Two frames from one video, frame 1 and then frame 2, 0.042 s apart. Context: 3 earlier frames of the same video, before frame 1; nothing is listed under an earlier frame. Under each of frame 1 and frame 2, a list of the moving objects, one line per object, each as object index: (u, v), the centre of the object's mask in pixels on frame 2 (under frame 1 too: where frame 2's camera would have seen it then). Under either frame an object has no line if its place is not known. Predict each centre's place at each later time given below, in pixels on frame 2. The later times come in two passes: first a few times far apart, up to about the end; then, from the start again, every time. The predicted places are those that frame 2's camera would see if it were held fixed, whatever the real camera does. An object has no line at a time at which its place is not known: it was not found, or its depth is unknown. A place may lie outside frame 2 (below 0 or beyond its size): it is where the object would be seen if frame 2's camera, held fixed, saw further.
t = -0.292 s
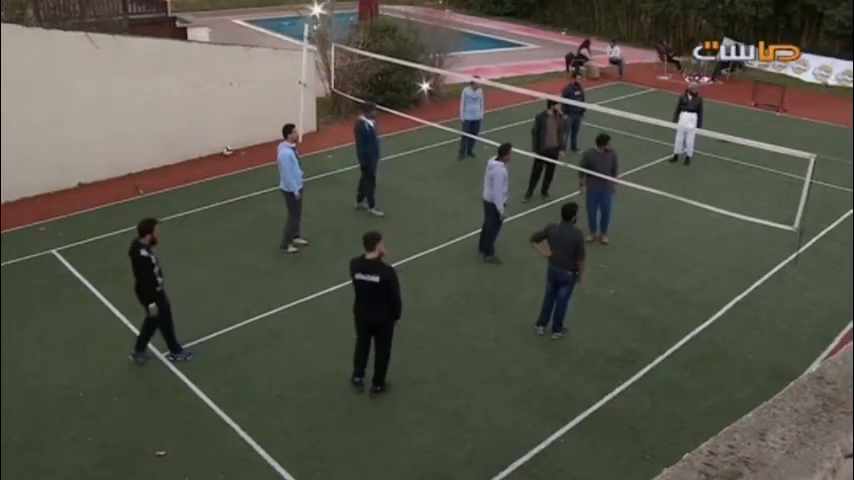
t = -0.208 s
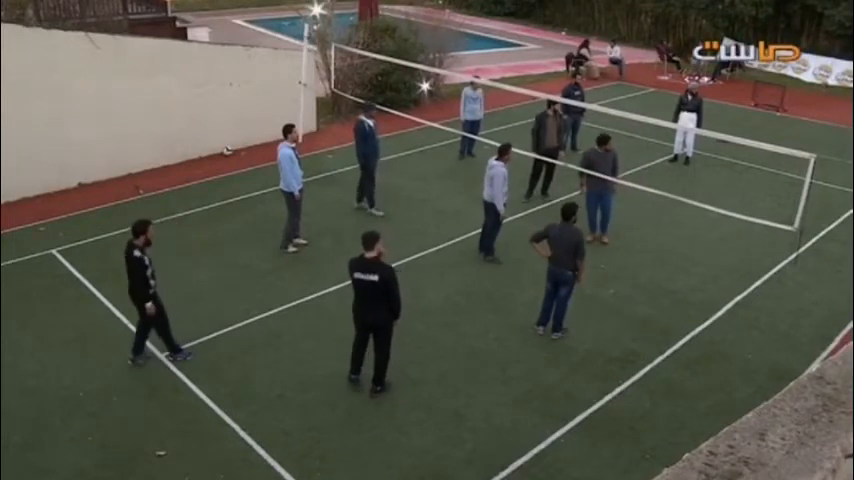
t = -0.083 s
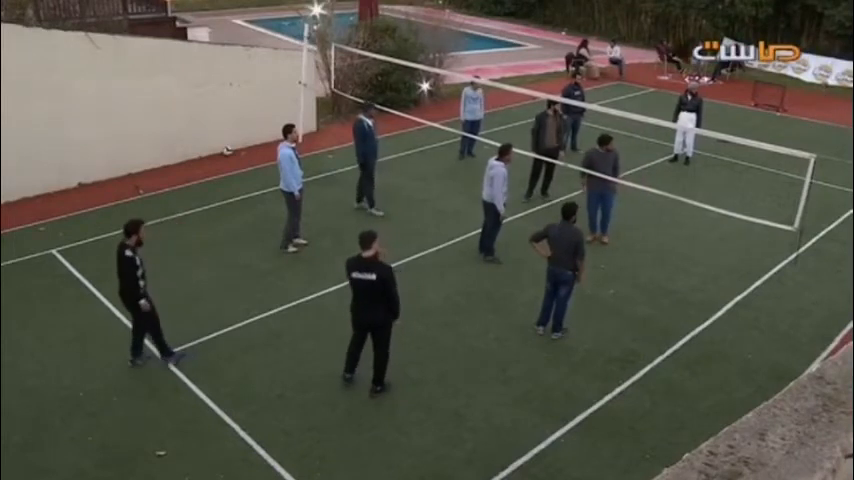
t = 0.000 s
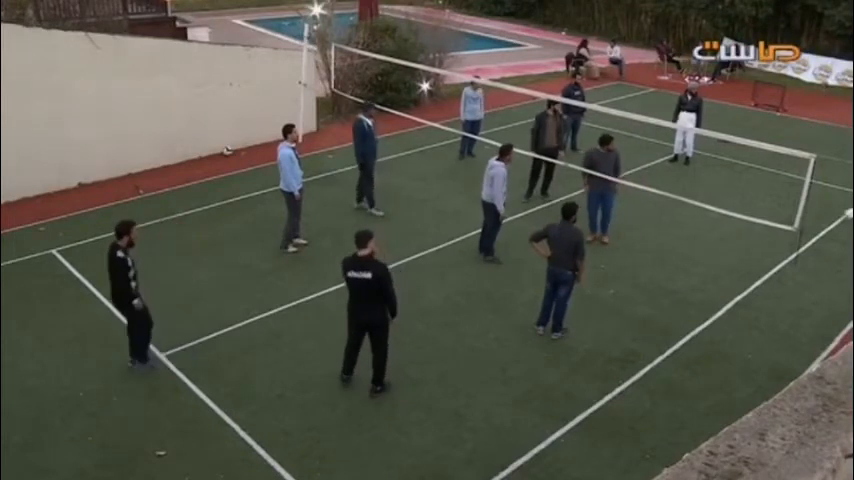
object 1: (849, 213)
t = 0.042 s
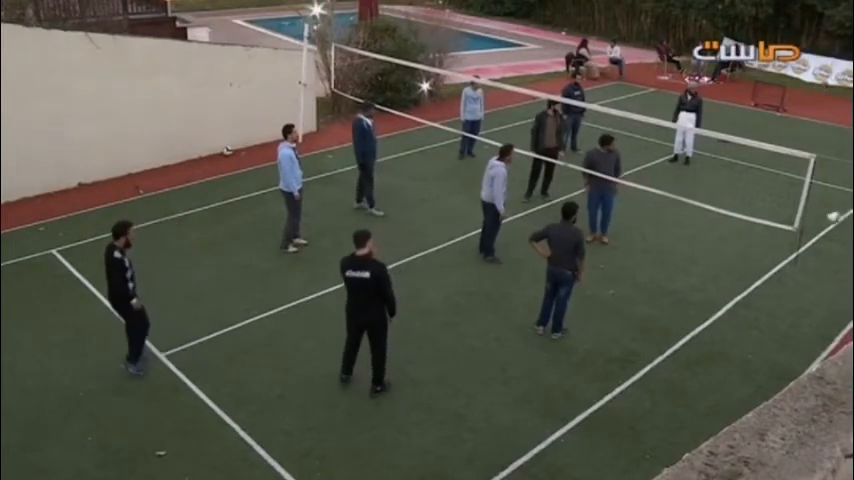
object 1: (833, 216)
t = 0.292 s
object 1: (742, 235)
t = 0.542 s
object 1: (662, 253)
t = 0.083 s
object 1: (816, 222)
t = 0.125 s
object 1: (799, 228)
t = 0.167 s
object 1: (783, 230)
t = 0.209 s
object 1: (770, 230)
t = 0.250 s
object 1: (756, 231)
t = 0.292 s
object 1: (742, 235)
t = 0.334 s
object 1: (728, 239)
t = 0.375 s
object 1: (712, 244)
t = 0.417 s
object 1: (696, 250)
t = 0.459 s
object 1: (686, 250)
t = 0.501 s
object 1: (674, 250)
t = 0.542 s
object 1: (662, 253)
